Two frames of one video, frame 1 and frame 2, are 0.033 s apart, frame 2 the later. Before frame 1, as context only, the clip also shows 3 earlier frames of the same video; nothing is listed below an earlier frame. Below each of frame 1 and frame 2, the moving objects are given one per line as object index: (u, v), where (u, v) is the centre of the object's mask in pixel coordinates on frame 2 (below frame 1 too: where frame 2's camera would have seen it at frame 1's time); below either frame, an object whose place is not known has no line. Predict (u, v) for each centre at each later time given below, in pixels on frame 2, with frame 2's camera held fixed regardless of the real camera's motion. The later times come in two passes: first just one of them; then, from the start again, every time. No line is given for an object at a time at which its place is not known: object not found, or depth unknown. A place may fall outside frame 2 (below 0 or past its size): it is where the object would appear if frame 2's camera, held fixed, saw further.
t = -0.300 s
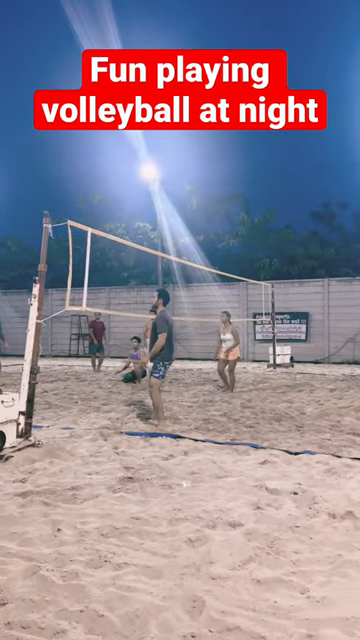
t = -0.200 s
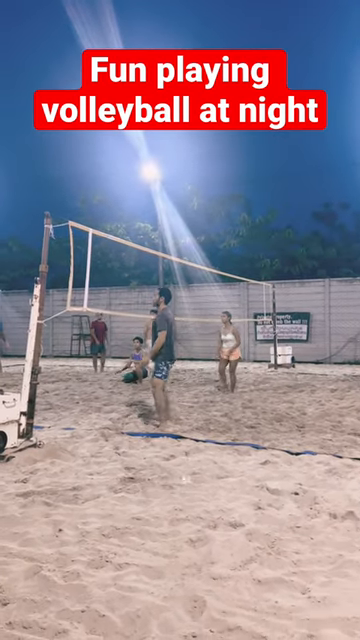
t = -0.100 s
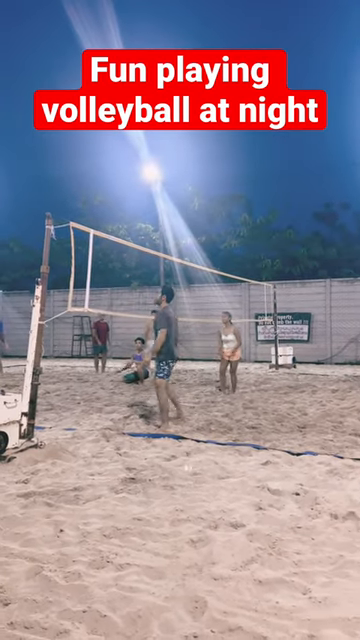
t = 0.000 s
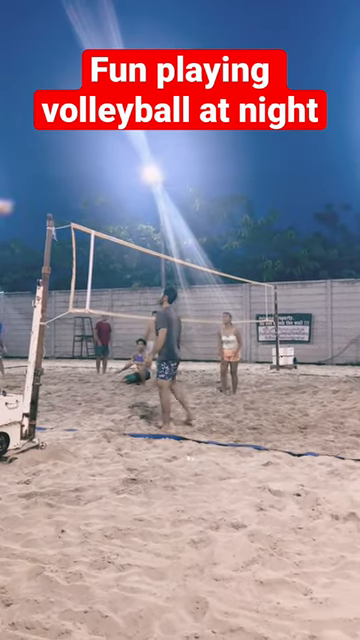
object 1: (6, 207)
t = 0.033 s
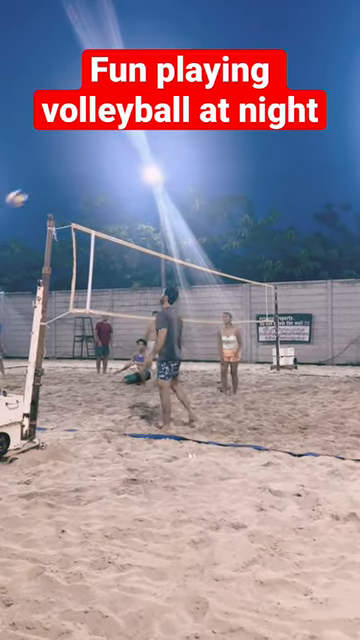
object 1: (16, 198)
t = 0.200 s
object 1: (83, 168)
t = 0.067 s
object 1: (30, 190)
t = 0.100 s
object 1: (43, 183)
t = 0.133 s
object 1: (57, 178)
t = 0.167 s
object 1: (69, 172)
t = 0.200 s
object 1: (83, 168)
